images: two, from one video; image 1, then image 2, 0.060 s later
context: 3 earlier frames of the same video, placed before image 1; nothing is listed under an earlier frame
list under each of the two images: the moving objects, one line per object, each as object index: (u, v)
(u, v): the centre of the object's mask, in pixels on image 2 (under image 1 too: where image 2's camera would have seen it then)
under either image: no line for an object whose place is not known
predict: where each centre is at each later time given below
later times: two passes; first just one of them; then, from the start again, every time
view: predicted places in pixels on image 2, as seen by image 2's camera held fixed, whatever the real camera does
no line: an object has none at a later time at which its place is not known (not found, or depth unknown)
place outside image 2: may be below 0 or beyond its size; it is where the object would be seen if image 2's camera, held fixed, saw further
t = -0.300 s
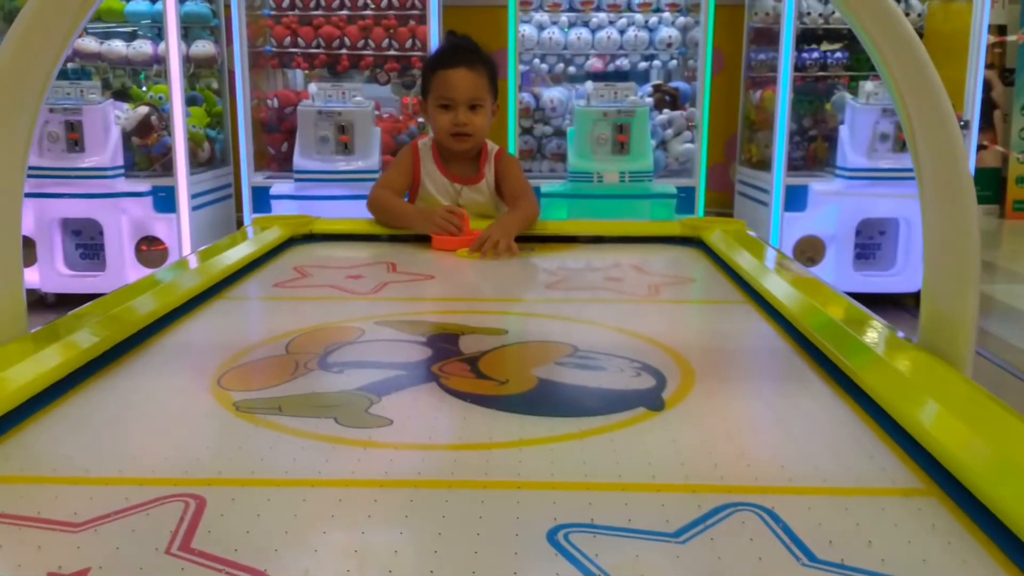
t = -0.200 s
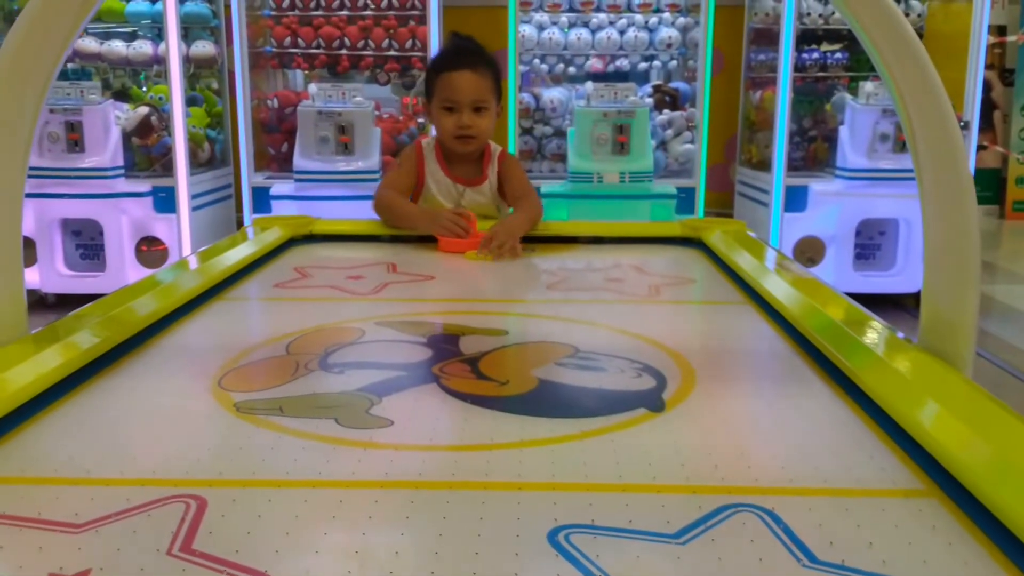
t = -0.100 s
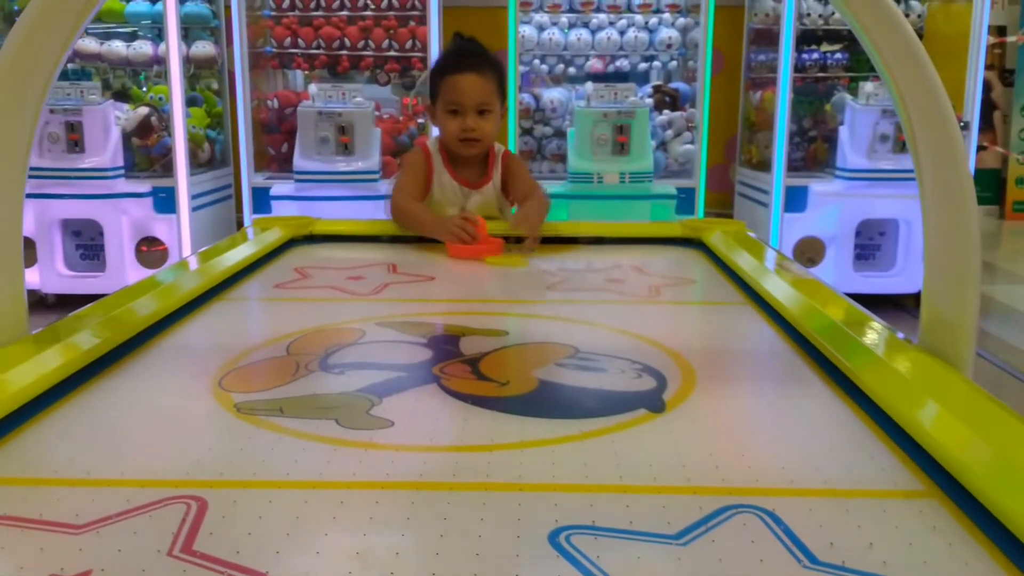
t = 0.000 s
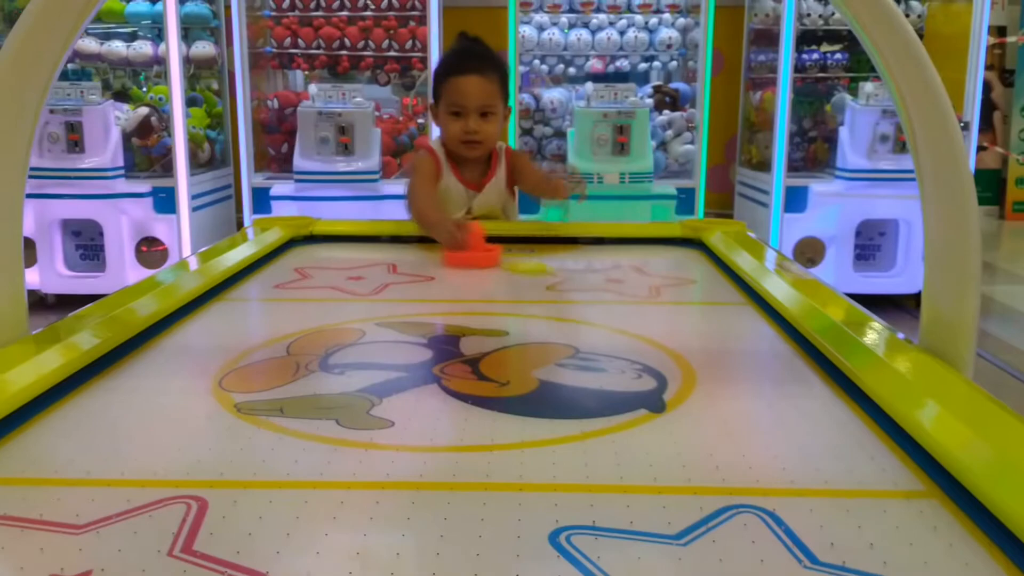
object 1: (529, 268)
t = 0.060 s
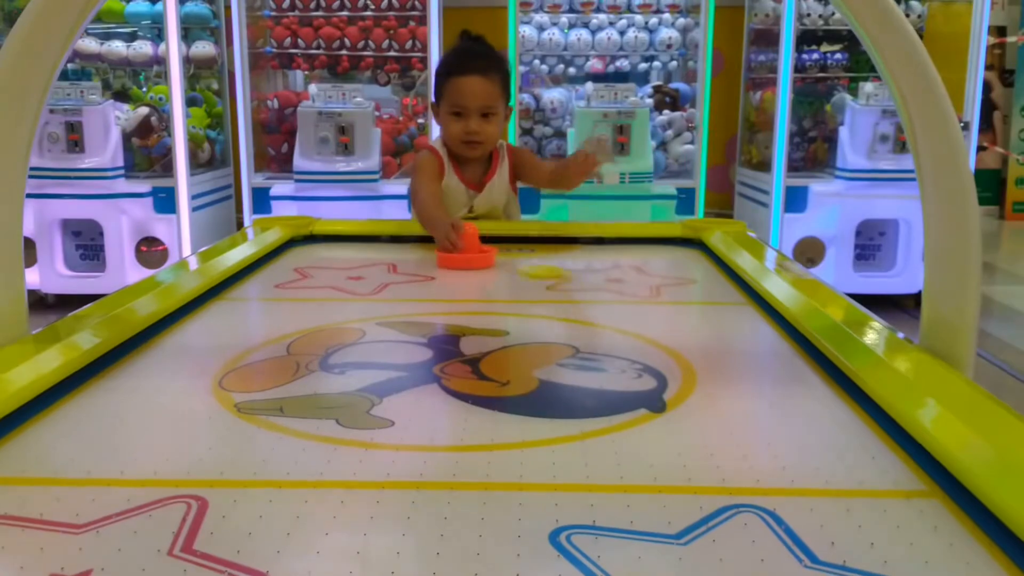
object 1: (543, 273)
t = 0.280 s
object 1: (610, 293)
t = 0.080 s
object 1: (550, 275)
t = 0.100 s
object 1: (556, 276)
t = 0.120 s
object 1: (560, 277)
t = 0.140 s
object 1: (568, 280)
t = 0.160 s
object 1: (574, 282)
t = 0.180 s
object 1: (578, 283)
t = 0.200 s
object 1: (587, 285)
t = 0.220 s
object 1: (589, 287)
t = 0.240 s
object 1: (600, 289)
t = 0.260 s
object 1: (604, 291)
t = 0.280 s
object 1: (610, 293)
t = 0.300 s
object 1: (618, 295)
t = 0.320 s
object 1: (621, 297)
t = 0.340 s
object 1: (631, 300)
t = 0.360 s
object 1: (637, 302)
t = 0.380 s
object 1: (644, 304)
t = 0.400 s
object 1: (654, 306)
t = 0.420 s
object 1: (658, 307)
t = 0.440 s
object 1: (669, 310)
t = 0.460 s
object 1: (677, 313)
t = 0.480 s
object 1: (683, 315)
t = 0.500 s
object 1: (691, 317)
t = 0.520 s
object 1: (699, 320)
